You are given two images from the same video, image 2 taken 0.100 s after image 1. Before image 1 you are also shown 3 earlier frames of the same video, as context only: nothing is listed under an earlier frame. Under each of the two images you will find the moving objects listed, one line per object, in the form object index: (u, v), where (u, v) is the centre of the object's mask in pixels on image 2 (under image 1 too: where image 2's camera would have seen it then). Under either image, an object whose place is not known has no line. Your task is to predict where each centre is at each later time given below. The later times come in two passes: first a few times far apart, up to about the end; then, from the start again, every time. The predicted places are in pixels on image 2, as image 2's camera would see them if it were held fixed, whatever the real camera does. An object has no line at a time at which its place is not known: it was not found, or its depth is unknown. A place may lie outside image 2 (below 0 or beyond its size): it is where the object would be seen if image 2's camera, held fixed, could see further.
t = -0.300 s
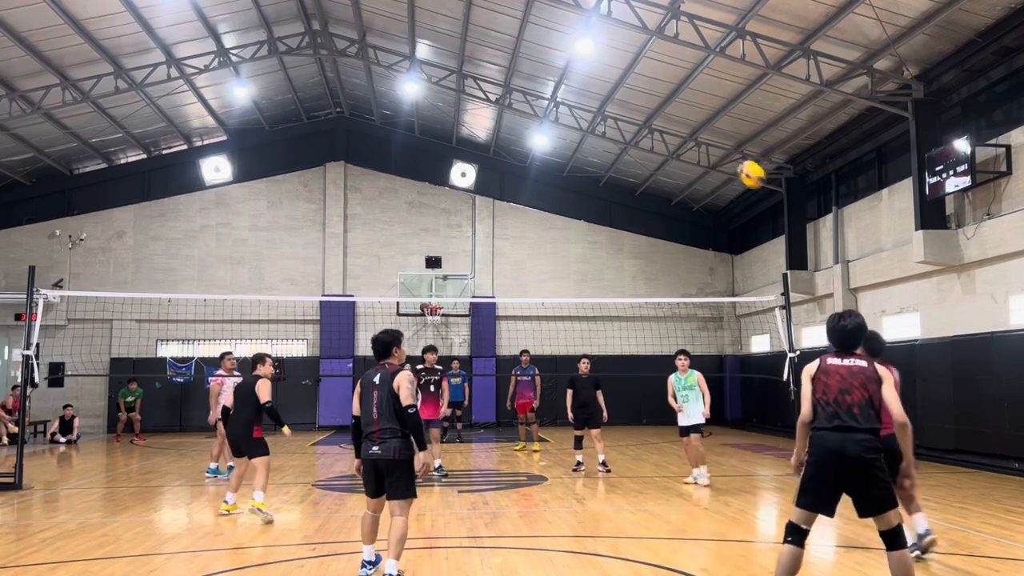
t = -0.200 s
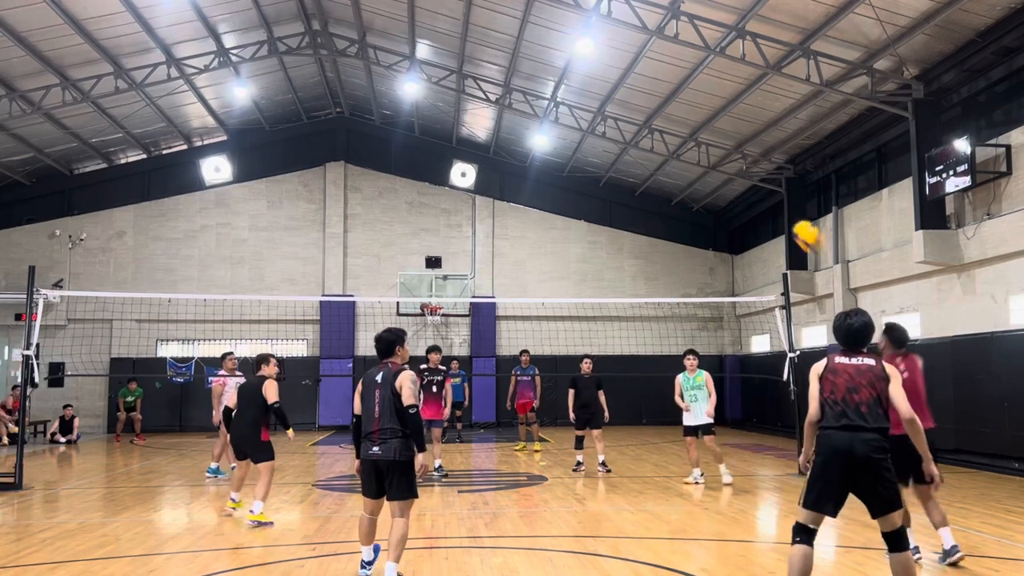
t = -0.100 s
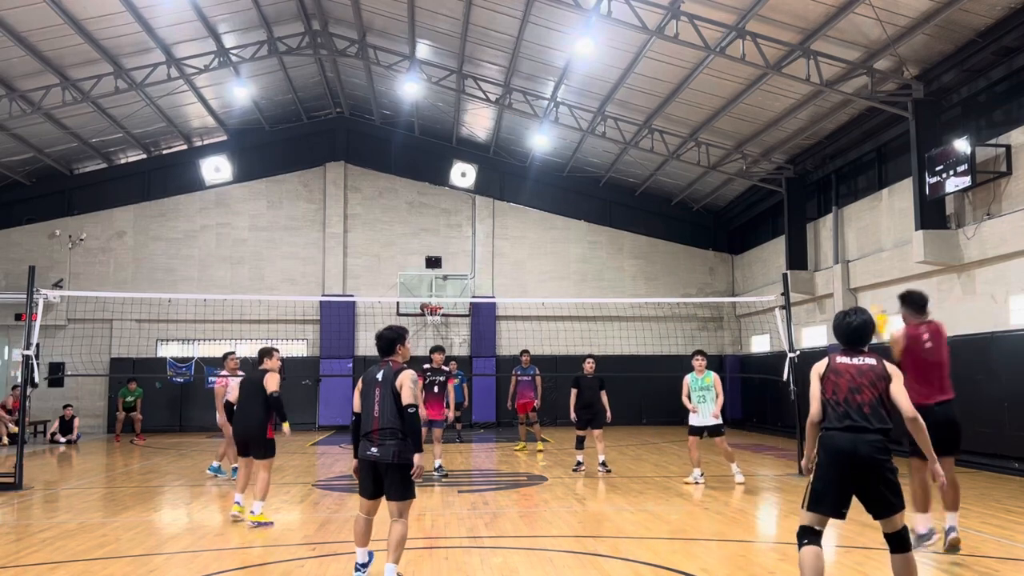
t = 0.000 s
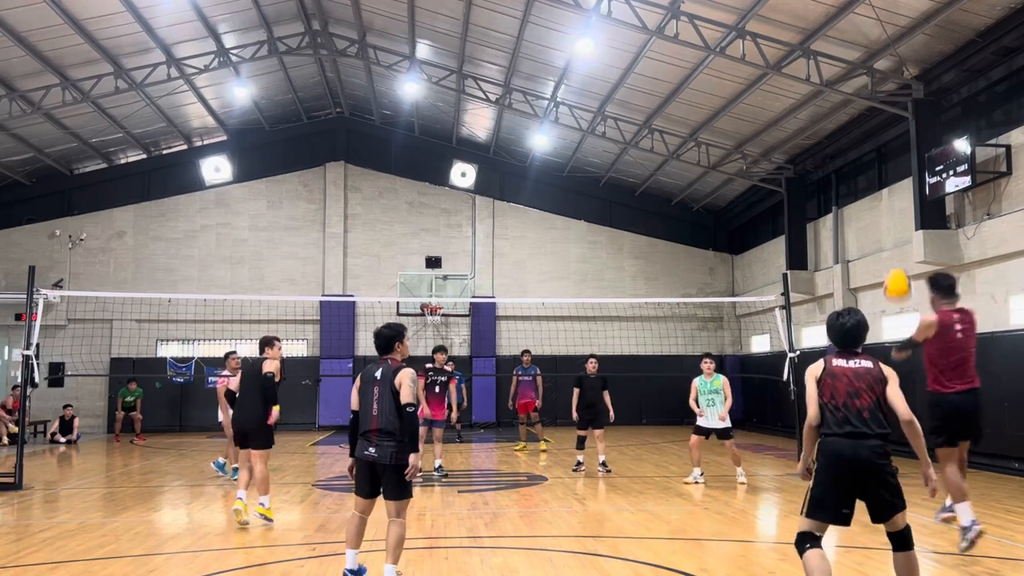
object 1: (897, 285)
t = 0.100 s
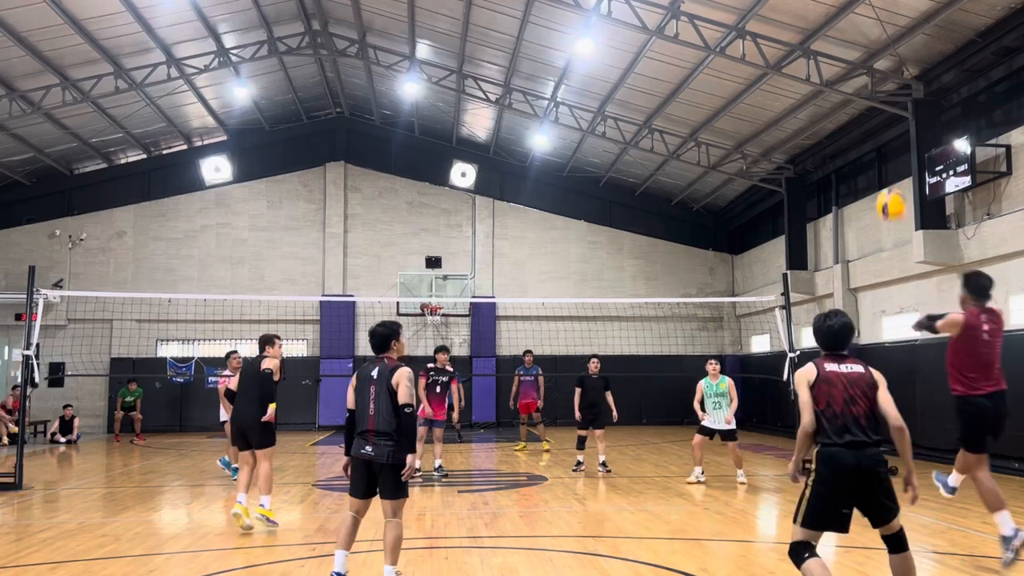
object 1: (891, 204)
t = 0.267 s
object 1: (883, 110)
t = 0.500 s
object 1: (876, 45)
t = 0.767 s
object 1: (872, 49)
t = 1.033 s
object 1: (872, 122)
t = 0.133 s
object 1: (888, 181)
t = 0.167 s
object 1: (888, 162)
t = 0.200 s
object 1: (886, 143)
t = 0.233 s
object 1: (884, 125)
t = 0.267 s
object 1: (883, 110)
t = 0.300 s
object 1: (881, 96)
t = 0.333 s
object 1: (881, 84)
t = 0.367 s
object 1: (880, 74)
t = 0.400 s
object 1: (878, 64)
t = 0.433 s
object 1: (877, 56)
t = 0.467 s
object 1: (876, 50)
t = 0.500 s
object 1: (876, 45)
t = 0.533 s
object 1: (875, 41)
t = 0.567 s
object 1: (874, 39)
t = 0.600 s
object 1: (874, 37)
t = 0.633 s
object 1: (874, 37)
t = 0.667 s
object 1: (873, 38)
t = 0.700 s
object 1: (873, 41)
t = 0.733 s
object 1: (872, 45)
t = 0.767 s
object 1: (872, 49)
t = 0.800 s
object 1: (872, 54)
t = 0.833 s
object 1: (872, 61)
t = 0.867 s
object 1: (872, 69)
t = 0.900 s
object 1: (872, 78)
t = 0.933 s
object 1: (872, 88)
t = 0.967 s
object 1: (872, 98)
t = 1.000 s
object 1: (872, 110)
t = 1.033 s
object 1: (872, 122)
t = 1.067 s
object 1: (872, 136)
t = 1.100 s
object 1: (873, 151)
